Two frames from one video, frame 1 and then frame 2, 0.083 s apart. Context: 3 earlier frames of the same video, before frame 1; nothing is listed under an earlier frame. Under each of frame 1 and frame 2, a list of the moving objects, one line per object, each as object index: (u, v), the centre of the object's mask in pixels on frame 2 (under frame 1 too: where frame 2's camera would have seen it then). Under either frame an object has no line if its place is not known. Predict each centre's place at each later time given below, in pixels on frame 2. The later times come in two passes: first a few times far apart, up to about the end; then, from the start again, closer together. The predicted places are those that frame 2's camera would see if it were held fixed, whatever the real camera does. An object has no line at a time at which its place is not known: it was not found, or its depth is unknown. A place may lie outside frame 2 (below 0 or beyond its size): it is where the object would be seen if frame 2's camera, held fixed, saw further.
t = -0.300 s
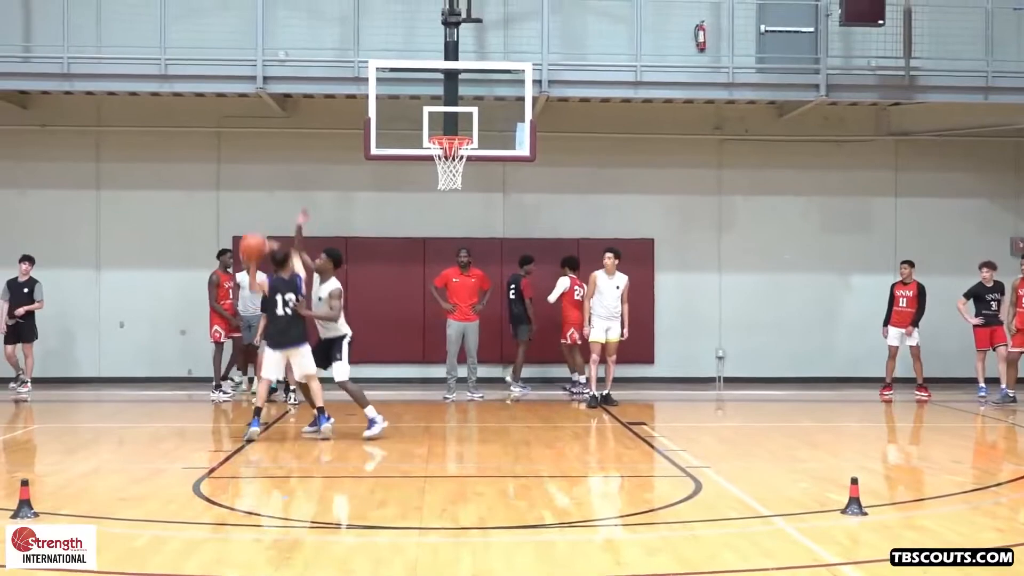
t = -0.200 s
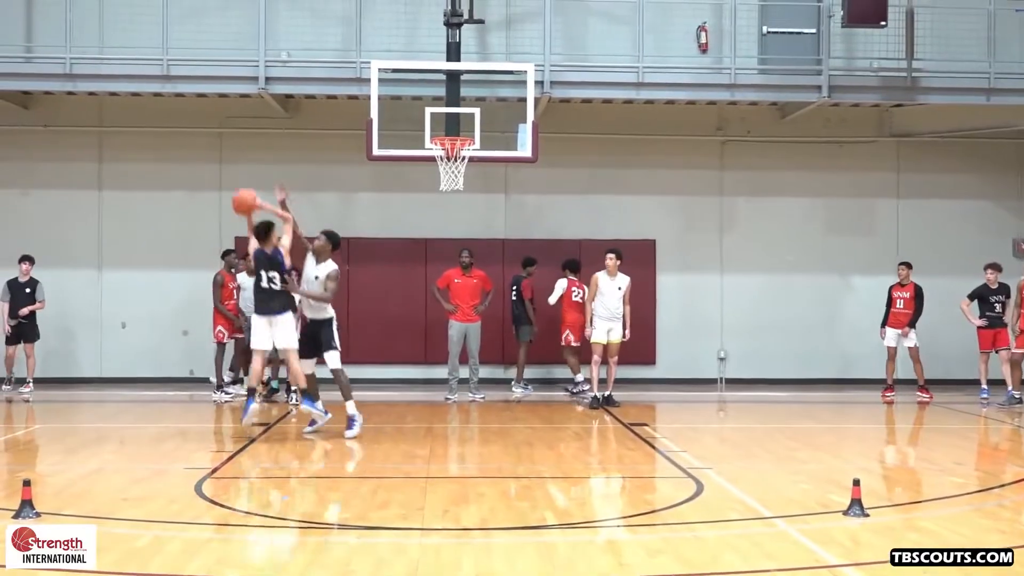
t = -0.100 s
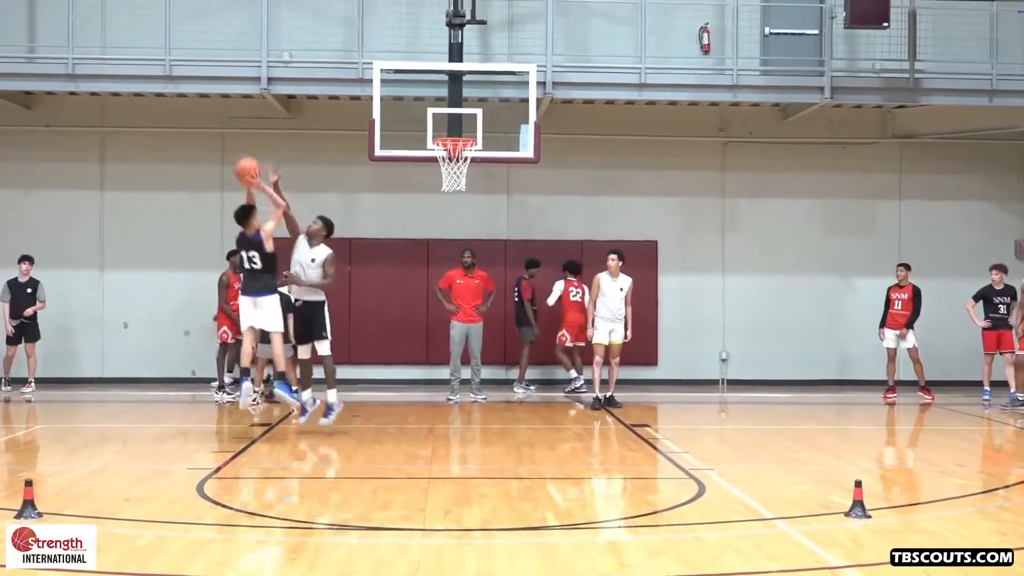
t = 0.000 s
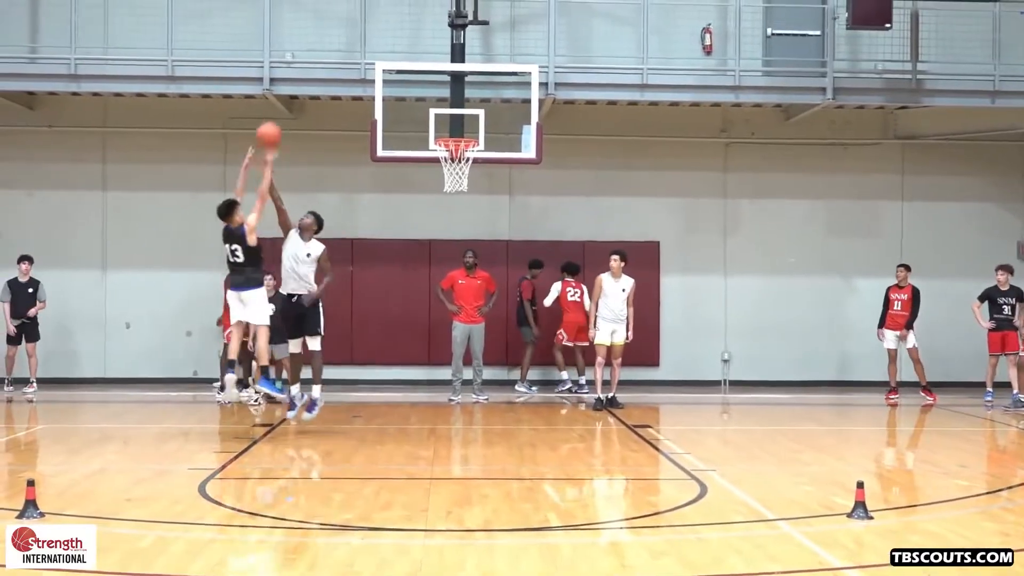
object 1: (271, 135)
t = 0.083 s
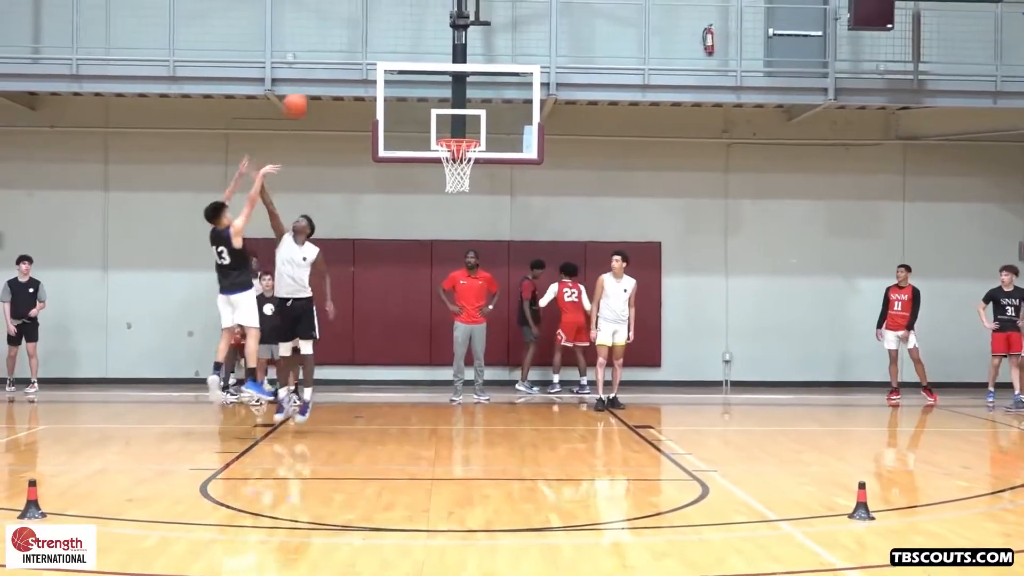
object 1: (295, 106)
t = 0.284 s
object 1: (351, 63)
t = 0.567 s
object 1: (419, 75)
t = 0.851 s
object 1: (469, 134)
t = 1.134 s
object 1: (439, 162)
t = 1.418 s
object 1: (439, 217)
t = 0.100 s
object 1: (300, 101)
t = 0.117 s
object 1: (305, 95)
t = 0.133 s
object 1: (310, 91)
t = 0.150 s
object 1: (315, 88)
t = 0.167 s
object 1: (320, 84)
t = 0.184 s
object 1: (324, 79)
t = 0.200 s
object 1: (329, 76)
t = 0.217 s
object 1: (334, 73)
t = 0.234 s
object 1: (338, 71)
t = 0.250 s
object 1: (342, 69)
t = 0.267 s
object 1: (347, 66)
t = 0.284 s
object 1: (351, 63)
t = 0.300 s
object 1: (356, 62)
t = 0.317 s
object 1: (360, 61)
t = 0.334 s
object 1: (364, 61)
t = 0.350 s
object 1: (368, 60)
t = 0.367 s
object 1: (372, 60)
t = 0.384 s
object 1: (377, 59)
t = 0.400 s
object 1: (380, 59)
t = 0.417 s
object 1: (385, 60)
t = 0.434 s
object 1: (389, 60)
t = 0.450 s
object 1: (393, 61)
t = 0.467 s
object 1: (397, 62)
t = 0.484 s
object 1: (400, 63)
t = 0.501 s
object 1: (404, 65)
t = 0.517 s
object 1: (408, 68)
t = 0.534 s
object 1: (412, 70)
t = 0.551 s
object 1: (416, 72)
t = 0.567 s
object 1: (419, 75)
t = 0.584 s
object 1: (423, 78)
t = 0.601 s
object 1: (426, 81)
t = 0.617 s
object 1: (431, 84)
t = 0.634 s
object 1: (434, 87)
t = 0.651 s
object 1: (437, 90)
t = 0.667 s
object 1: (441, 94)
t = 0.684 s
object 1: (445, 99)
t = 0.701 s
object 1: (448, 103)
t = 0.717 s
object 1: (450, 107)
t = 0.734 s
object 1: (455, 113)
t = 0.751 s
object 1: (456, 115)
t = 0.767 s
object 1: (458, 119)
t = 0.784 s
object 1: (460, 122)
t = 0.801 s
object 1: (462, 125)
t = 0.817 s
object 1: (464, 128)
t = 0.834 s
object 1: (466, 131)
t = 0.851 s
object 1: (469, 134)
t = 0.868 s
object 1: (470, 135)
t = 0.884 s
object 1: (468, 136)
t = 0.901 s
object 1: (465, 137)
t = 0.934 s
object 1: (457, 149)
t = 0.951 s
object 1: (454, 151)
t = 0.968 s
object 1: (454, 153)
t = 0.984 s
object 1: (453, 154)
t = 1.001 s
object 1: (451, 155)
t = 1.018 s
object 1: (445, 158)
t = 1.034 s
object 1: (444, 160)
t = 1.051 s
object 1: (443, 159)
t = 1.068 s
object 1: (442, 159)
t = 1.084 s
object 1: (441, 159)
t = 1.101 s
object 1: (440, 161)
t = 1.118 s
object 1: (440, 161)
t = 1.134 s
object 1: (439, 162)
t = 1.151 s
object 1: (438, 162)
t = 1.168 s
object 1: (436, 168)
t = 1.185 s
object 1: (436, 180)
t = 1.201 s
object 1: (436, 181)
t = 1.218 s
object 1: (436, 182)
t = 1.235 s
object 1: (436, 184)
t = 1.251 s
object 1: (436, 185)
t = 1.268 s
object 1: (437, 187)
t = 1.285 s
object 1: (438, 189)
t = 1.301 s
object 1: (438, 191)
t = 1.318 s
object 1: (438, 193)
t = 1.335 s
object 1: (438, 195)
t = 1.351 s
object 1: (439, 199)
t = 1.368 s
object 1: (438, 203)
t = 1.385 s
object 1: (439, 208)
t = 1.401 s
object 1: (439, 212)
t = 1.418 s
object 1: (439, 217)
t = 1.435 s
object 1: (439, 222)
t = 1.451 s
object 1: (439, 227)
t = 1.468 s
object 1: (440, 232)
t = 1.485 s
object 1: (439, 238)
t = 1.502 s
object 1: (440, 244)
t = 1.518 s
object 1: (440, 250)
